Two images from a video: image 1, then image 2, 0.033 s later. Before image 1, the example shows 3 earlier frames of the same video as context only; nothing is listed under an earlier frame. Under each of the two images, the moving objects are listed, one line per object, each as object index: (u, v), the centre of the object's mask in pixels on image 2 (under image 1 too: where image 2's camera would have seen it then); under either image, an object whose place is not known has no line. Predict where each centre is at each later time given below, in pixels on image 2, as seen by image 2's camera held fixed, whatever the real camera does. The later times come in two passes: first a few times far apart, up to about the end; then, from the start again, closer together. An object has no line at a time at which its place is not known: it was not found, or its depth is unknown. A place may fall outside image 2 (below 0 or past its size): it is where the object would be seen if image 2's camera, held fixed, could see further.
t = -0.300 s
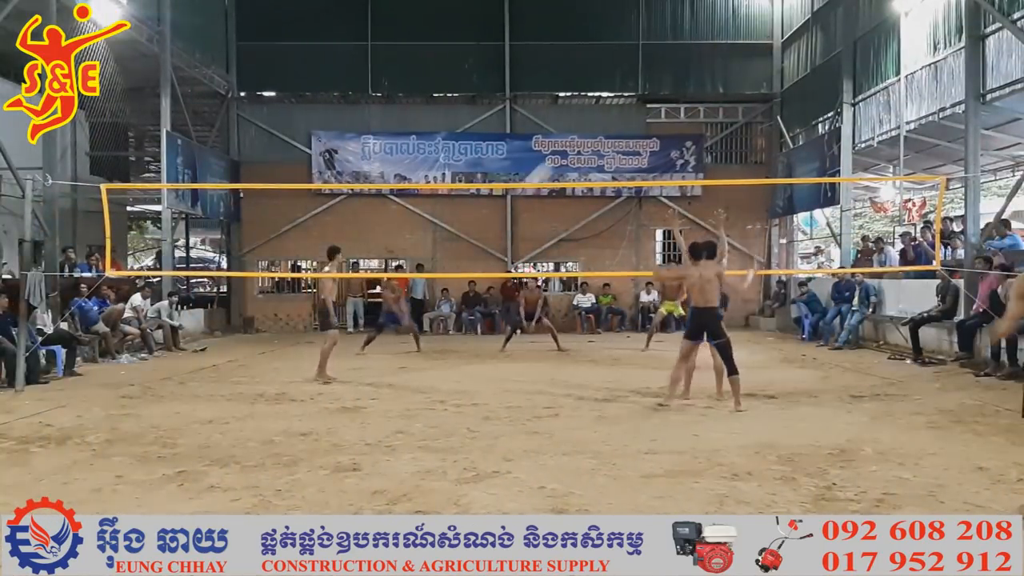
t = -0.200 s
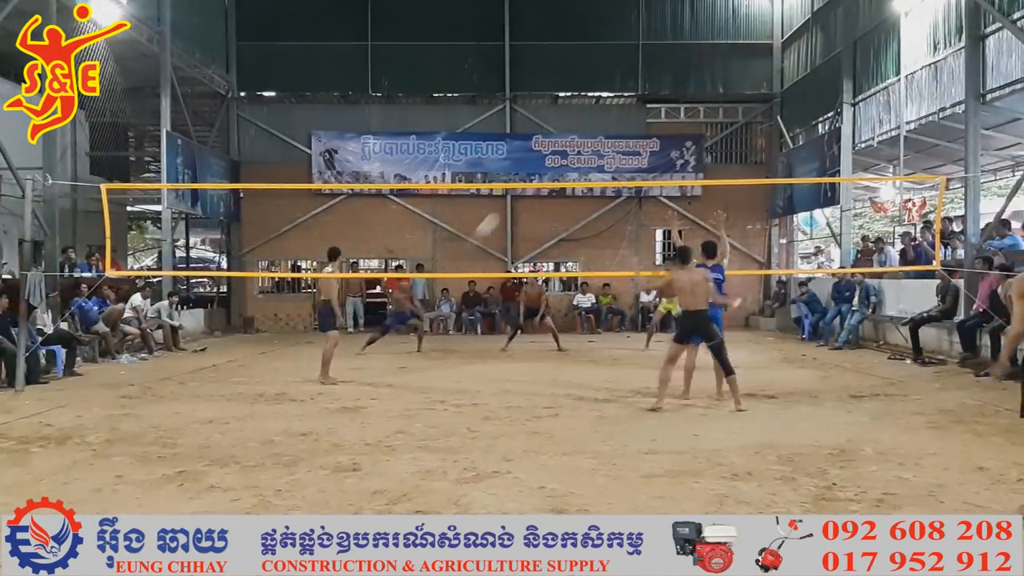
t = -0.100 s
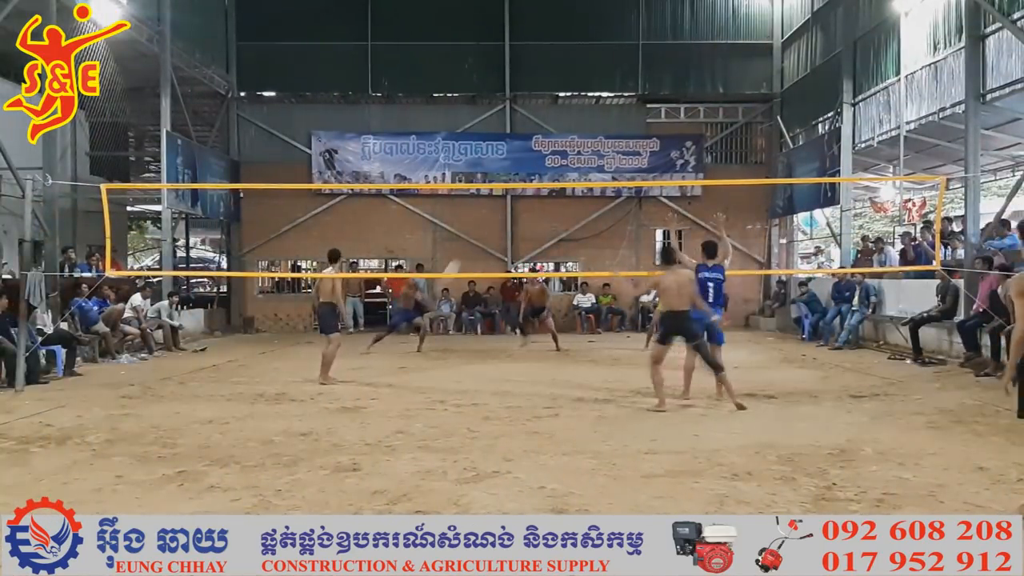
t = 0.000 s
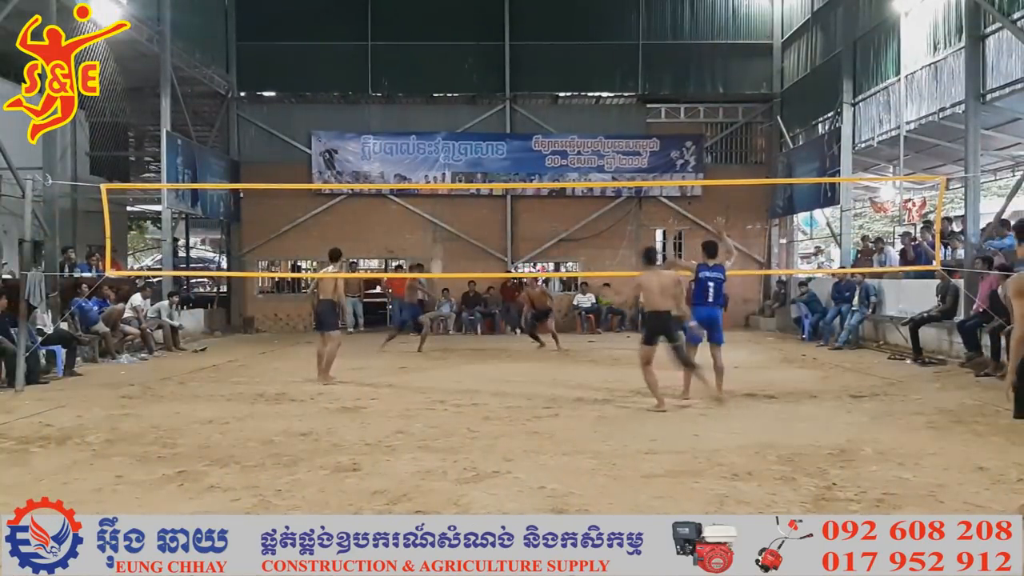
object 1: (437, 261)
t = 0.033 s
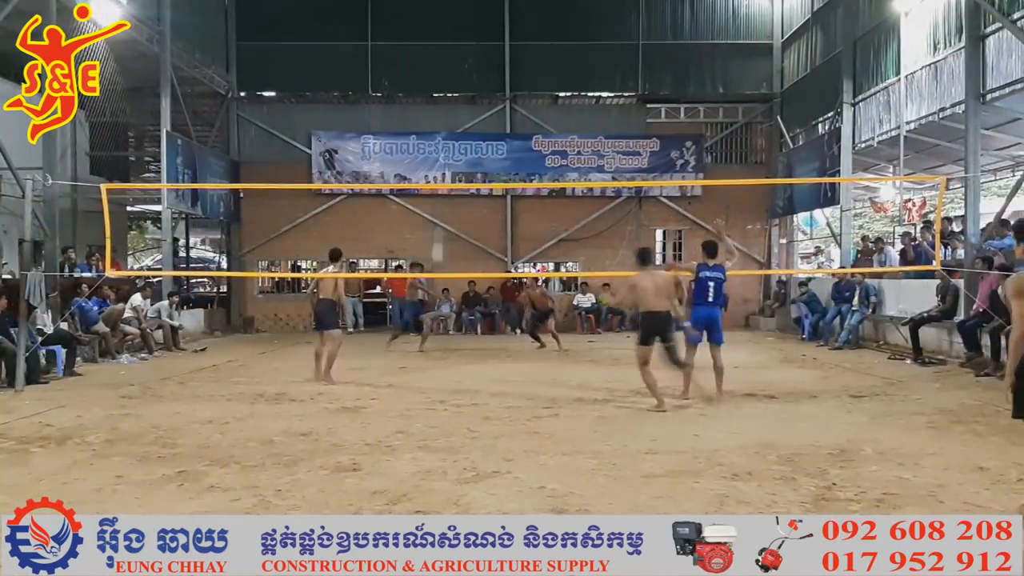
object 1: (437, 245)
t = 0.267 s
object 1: (442, 143)
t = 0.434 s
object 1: (444, 83)
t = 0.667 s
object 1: (446, 29)
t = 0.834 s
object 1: (447, 7)
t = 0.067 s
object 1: (438, 234)
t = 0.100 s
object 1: (439, 213)
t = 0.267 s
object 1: (442, 143)
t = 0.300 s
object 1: (442, 128)
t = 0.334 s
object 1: (443, 116)
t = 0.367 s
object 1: (443, 107)
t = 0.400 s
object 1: (443, 94)
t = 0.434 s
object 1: (444, 83)
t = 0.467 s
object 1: (444, 75)
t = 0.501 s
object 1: (444, 65)
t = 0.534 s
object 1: (444, 56)
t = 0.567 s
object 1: (445, 49)
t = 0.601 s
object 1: (445, 42)
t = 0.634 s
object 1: (445, 35)
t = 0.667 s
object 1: (446, 29)
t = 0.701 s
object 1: (446, 23)
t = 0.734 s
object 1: (446, 18)
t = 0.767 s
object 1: (446, 13)
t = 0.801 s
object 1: (447, 10)
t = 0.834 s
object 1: (447, 7)
